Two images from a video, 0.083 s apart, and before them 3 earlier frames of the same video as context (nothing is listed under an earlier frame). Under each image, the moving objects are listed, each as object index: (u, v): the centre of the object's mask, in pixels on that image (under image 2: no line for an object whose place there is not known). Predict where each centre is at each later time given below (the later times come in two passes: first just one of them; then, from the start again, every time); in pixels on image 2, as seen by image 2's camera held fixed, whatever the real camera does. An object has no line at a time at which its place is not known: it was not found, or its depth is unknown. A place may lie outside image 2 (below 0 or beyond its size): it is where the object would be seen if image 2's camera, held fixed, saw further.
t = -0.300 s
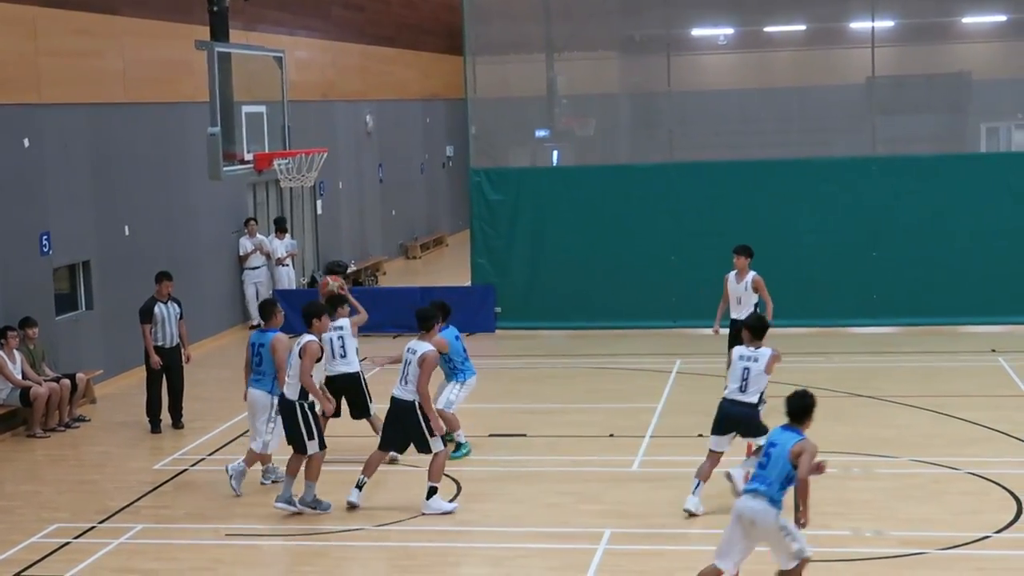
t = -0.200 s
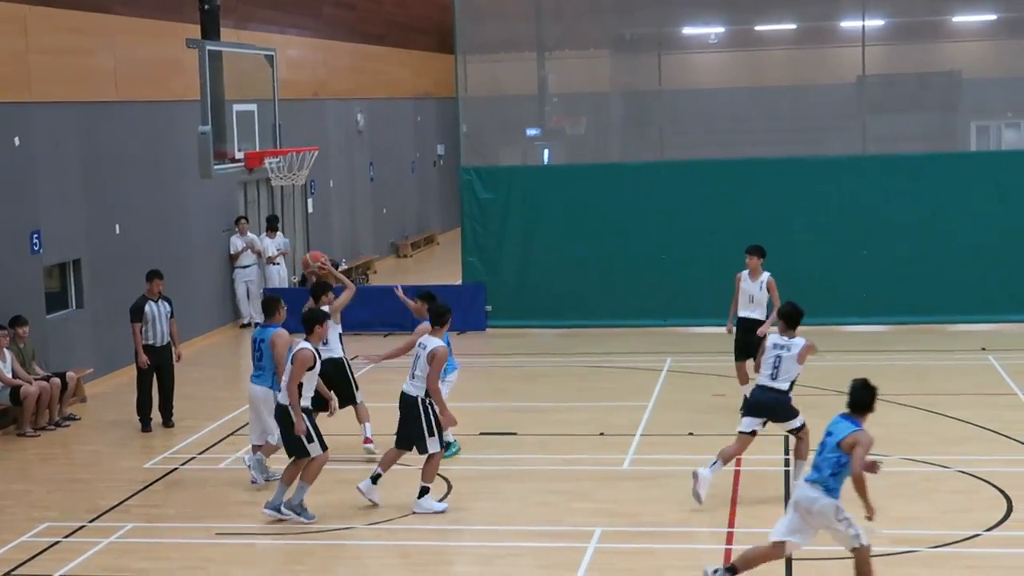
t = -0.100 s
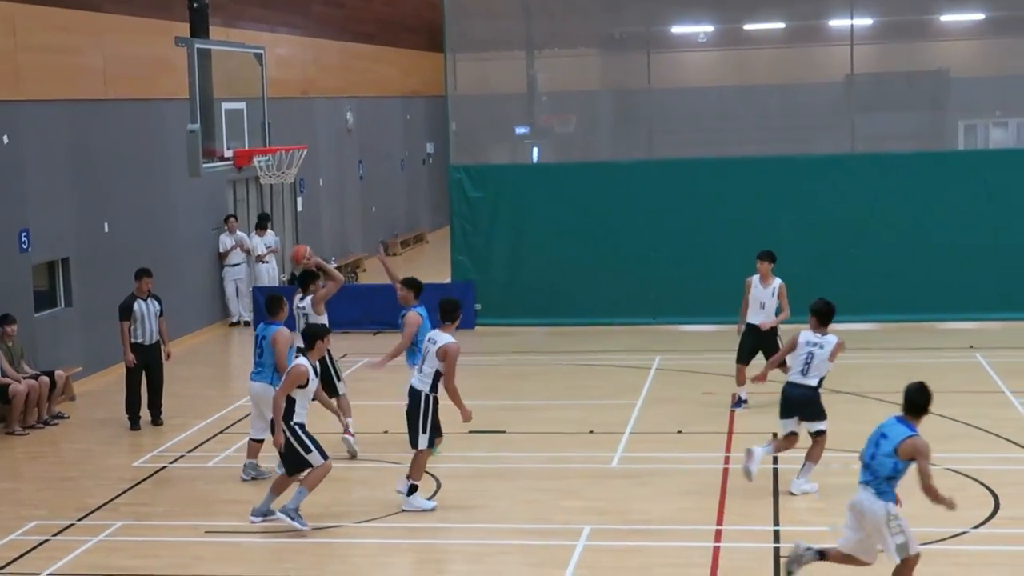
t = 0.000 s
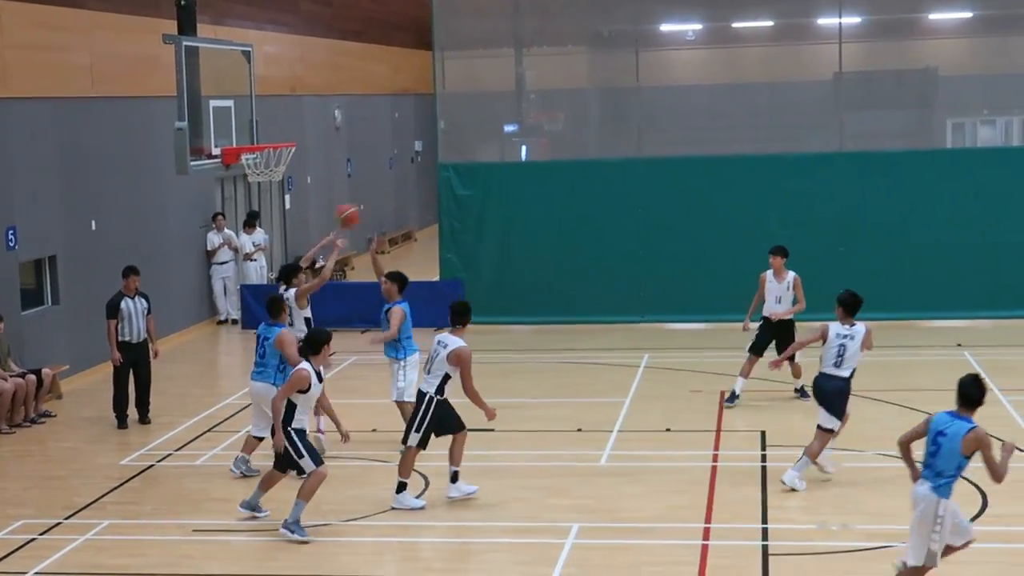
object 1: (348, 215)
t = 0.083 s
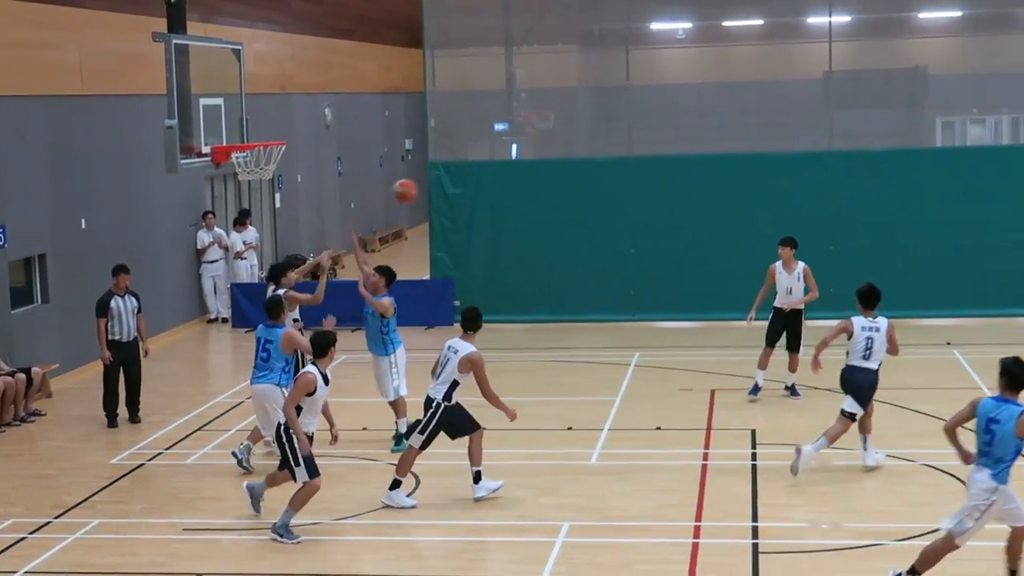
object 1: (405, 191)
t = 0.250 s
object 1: (533, 166)
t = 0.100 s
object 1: (419, 187)
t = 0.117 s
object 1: (432, 183)
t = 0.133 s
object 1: (444, 180)
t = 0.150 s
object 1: (457, 177)
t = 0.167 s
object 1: (470, 175)
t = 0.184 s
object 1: (483, 173)
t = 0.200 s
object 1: (496, 171)
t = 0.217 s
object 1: (508, 169)
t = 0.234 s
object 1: (521, 168)
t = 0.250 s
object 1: (533, 166)
